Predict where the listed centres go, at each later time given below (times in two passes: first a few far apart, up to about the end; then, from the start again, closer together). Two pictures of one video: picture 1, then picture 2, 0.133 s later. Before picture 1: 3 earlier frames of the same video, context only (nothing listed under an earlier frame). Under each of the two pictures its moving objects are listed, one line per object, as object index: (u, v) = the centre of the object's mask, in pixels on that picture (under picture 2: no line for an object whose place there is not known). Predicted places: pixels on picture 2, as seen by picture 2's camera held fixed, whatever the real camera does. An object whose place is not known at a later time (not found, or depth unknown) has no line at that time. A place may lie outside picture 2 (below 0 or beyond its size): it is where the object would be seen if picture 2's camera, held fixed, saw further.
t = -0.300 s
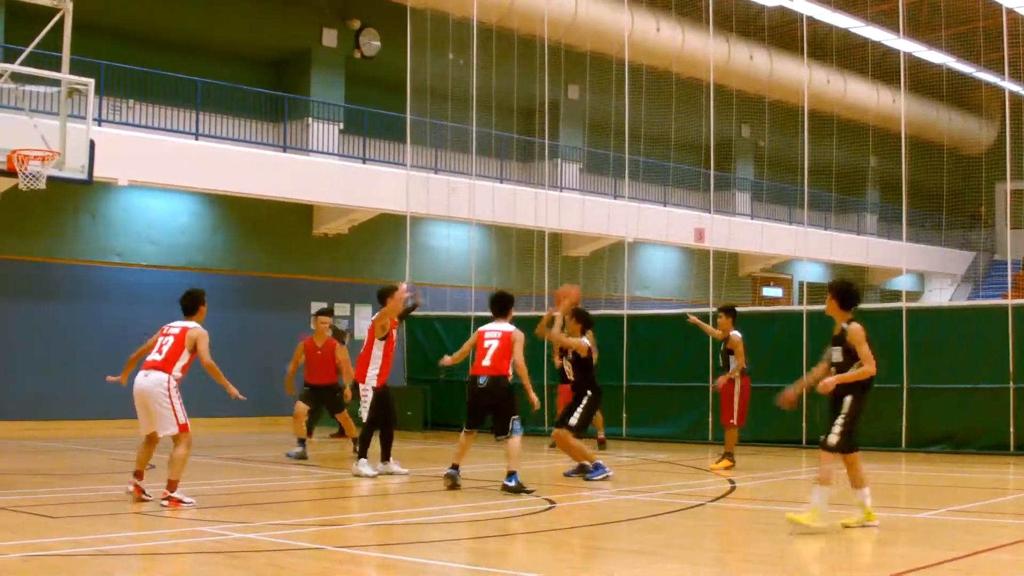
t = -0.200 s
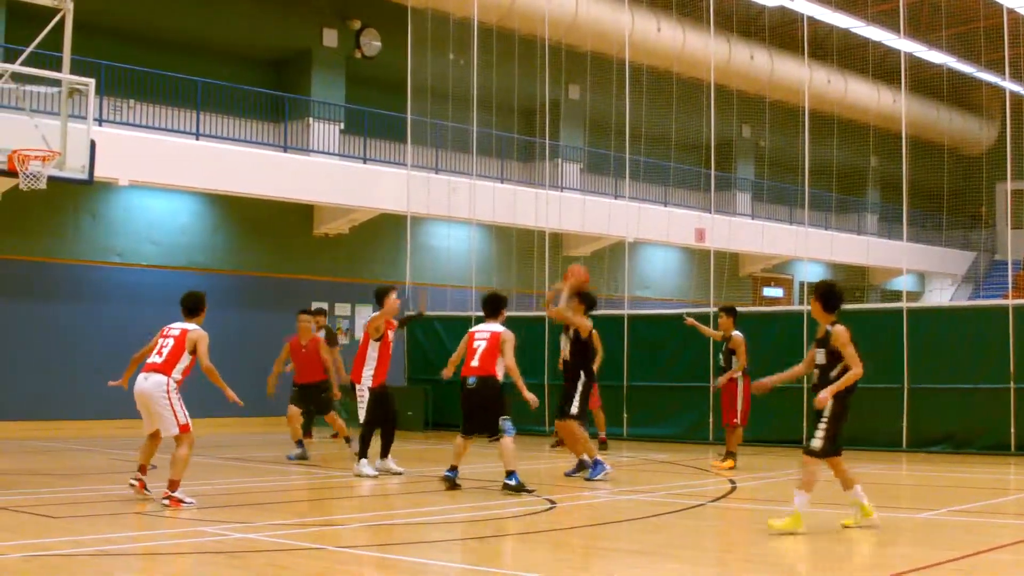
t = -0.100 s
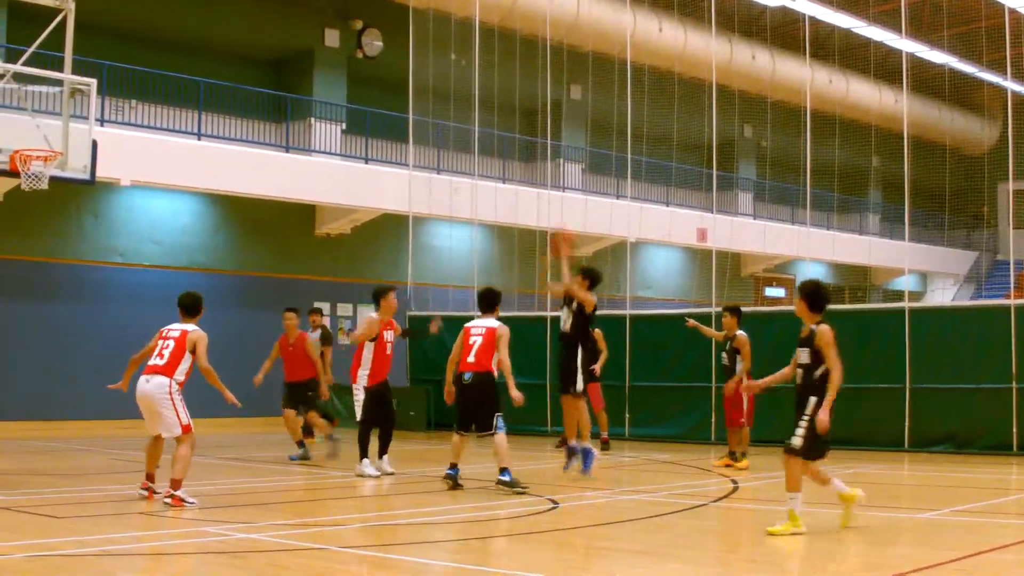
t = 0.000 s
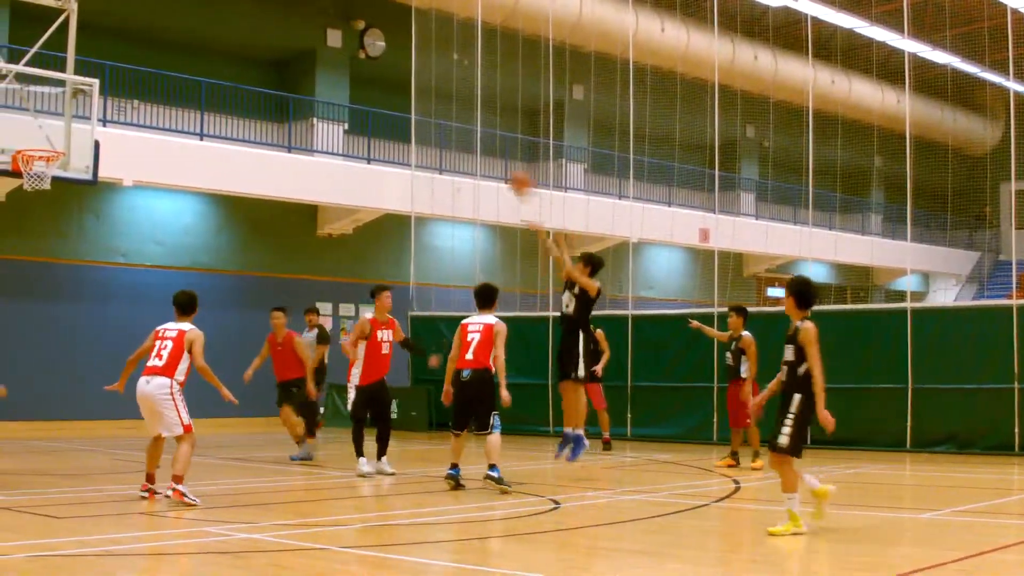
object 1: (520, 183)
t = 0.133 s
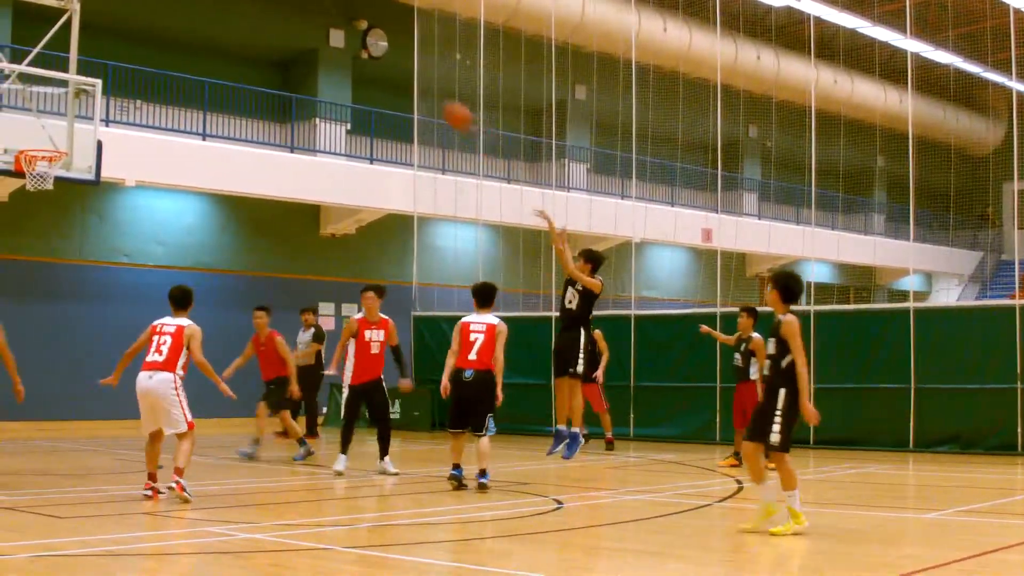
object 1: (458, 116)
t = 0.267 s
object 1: (395, 68)
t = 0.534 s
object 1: (269, 24)
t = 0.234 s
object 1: (410, 78)
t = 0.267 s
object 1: (395, 68)
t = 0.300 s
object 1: (380, 58)
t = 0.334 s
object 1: (364, 53)
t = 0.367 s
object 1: (348, 44)
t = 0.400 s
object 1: (333, 37)
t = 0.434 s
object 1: (316, 32)
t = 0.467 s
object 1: (299, 28)
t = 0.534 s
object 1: (269, 24)
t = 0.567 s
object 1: (253, 23)
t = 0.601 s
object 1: (239, 24)
